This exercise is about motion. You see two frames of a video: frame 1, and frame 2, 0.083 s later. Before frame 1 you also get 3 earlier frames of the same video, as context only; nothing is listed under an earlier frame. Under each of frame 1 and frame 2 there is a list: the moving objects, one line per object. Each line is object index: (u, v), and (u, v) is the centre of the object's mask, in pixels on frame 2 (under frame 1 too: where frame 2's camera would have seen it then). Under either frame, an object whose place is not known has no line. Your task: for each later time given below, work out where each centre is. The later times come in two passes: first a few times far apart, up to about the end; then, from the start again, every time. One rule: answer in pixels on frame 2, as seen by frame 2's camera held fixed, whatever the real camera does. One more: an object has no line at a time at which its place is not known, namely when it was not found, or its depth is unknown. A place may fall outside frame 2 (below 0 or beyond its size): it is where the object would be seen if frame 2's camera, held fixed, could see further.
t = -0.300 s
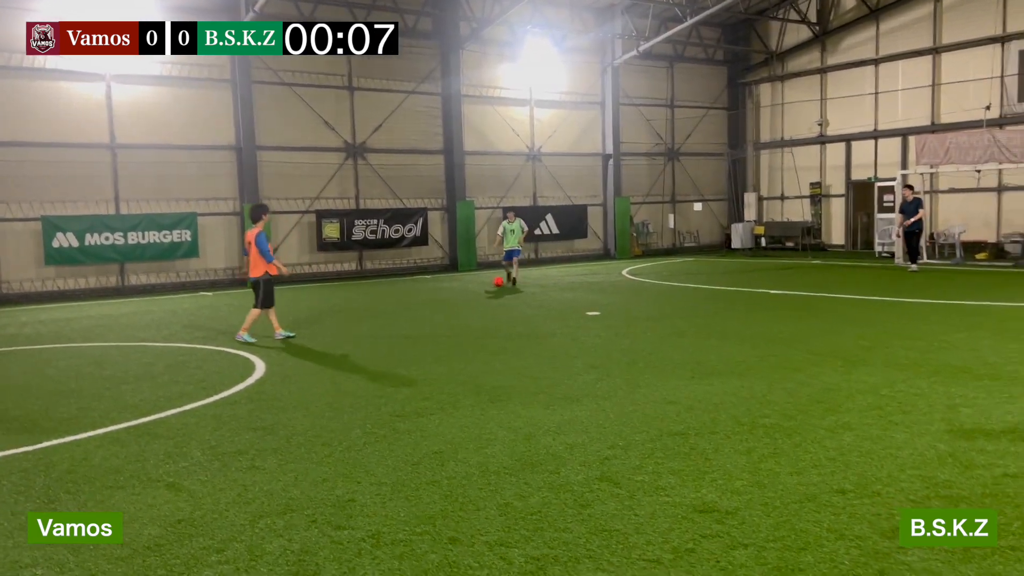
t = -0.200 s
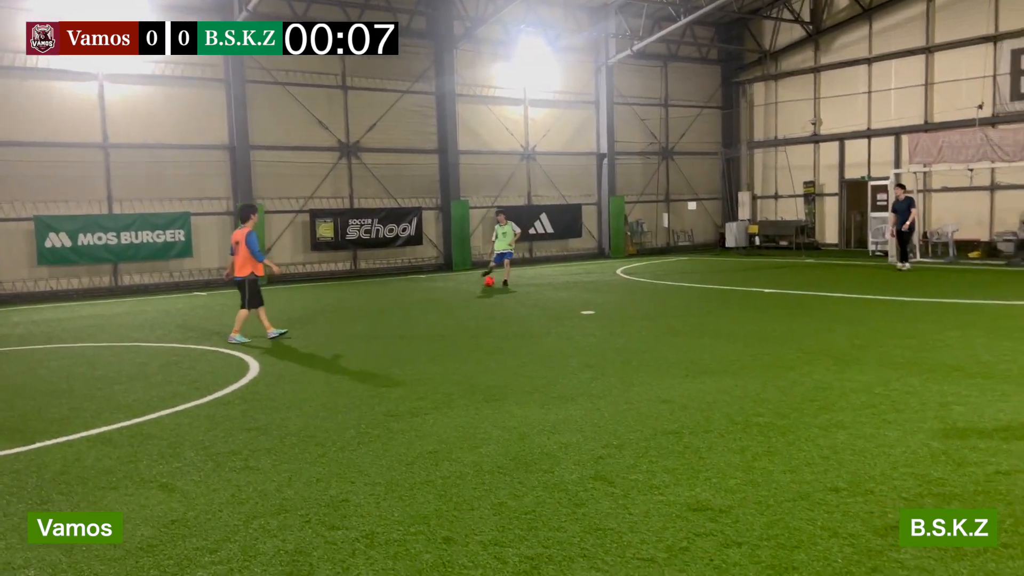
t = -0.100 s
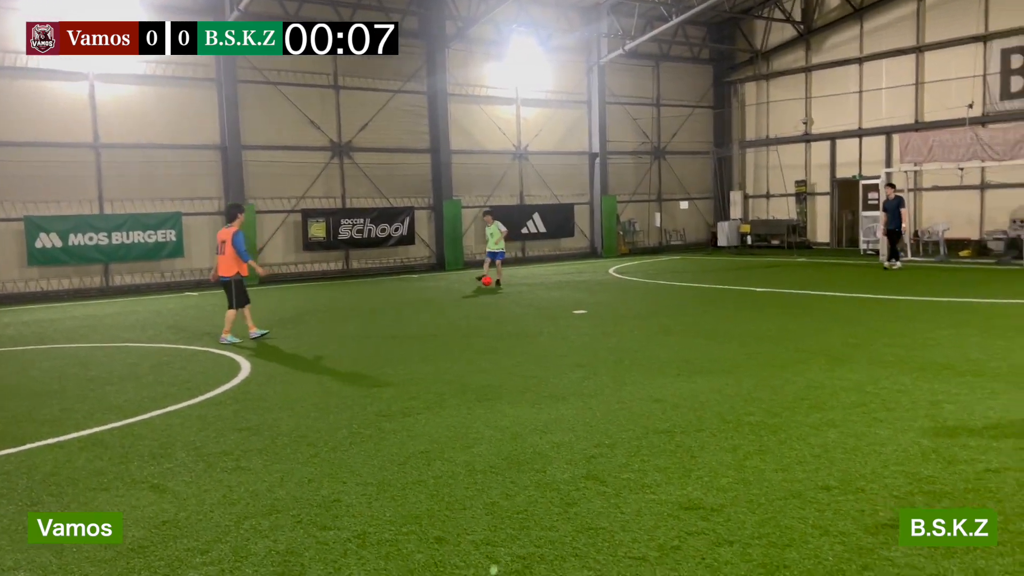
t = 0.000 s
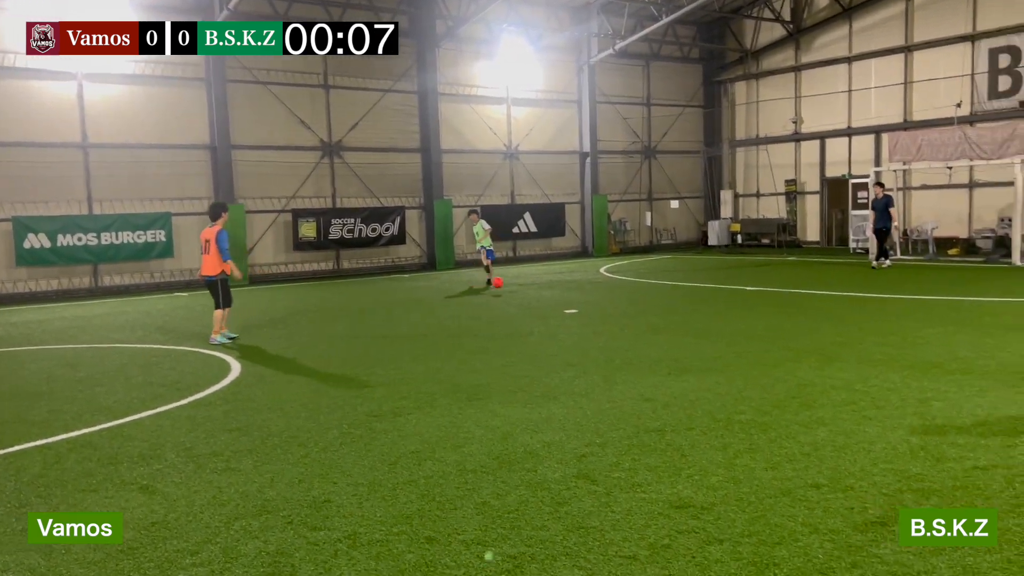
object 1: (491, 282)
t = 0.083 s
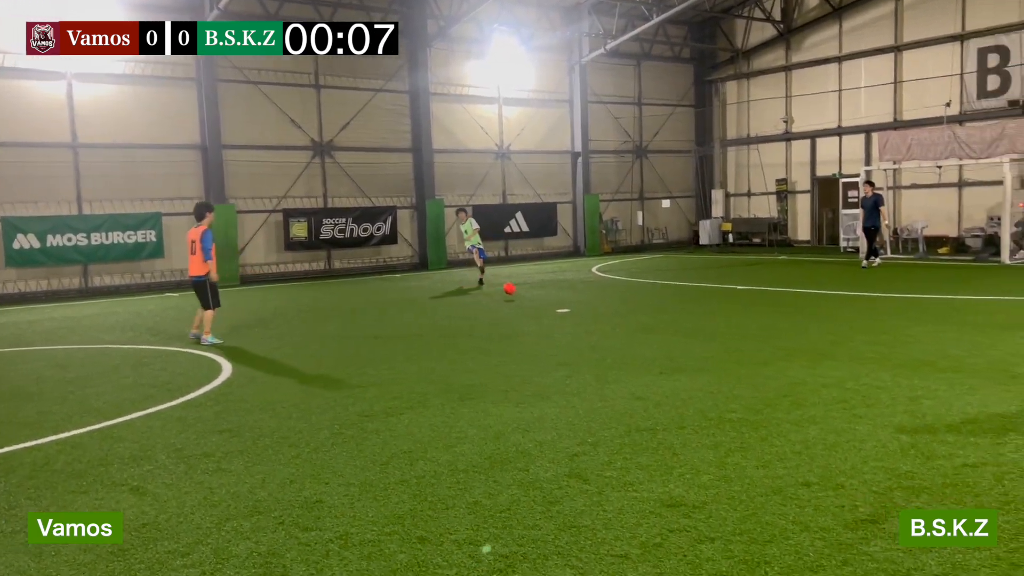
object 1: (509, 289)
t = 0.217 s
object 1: (543, 300)
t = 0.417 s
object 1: (598, 313)
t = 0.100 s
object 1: (513, 291)
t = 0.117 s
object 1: (518, 293)
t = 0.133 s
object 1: (522, 295)
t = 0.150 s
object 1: (527, 298)
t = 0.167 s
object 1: (531, 298)
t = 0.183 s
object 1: (535, 298)
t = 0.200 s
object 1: (539, 299)
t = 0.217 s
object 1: (543, 300)
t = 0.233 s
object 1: (547, 301)
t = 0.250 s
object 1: (552, 302)
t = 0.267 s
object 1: (556, 303)
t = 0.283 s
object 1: (561, 305)
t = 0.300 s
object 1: (566, 307)
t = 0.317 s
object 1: (571, 308)
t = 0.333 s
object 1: (575, 309)
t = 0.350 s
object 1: (580, 309)
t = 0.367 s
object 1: (584, 310)
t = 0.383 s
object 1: (589, 311)
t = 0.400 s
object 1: (593, 312)
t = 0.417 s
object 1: (598, 313)
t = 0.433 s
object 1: (603, 315)
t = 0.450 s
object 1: (609, 317)
